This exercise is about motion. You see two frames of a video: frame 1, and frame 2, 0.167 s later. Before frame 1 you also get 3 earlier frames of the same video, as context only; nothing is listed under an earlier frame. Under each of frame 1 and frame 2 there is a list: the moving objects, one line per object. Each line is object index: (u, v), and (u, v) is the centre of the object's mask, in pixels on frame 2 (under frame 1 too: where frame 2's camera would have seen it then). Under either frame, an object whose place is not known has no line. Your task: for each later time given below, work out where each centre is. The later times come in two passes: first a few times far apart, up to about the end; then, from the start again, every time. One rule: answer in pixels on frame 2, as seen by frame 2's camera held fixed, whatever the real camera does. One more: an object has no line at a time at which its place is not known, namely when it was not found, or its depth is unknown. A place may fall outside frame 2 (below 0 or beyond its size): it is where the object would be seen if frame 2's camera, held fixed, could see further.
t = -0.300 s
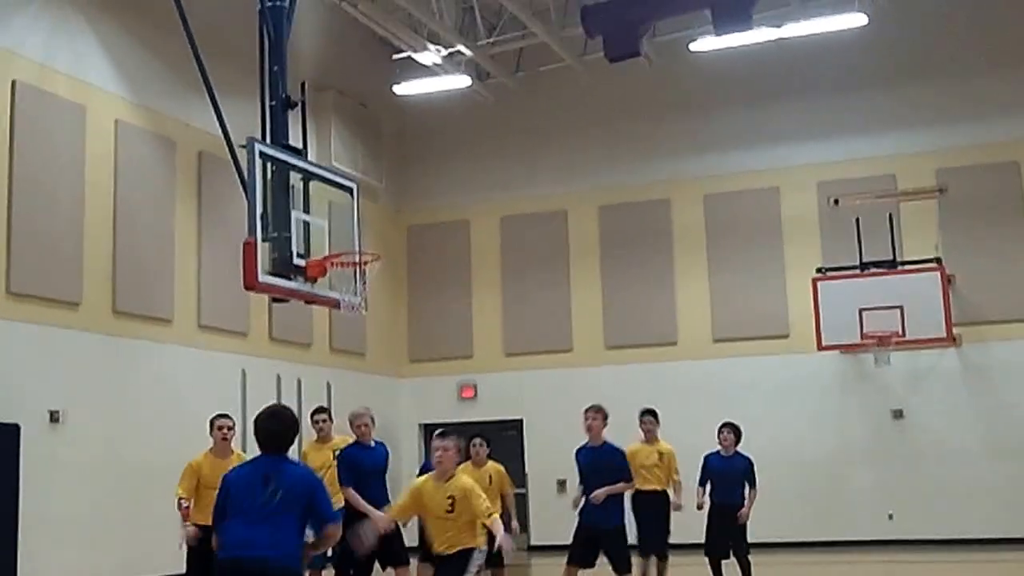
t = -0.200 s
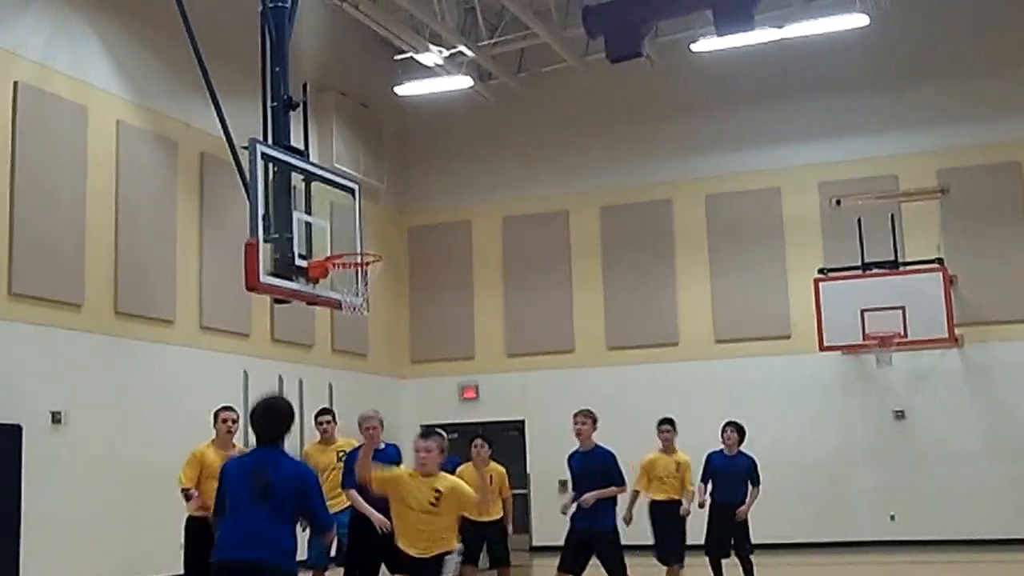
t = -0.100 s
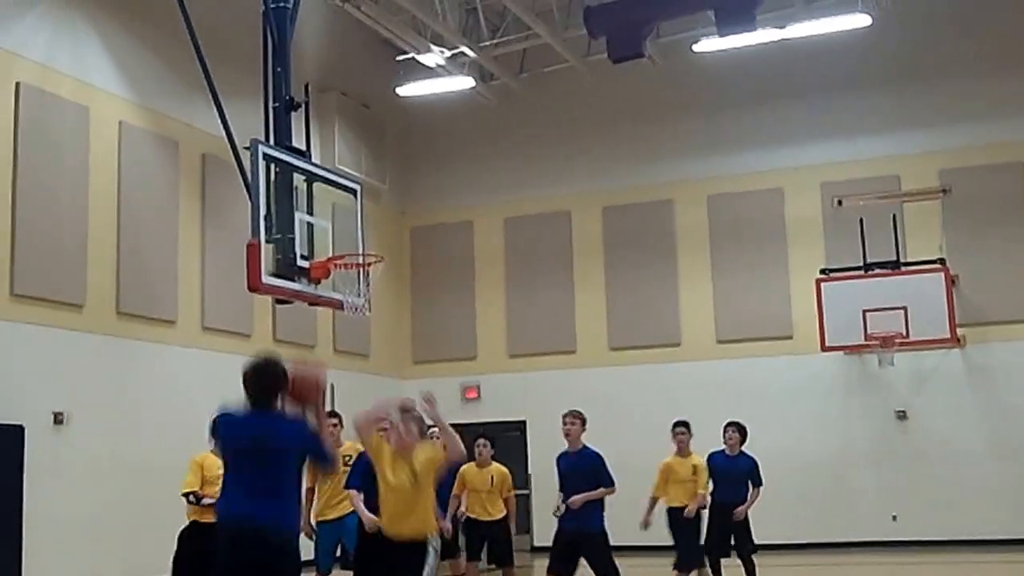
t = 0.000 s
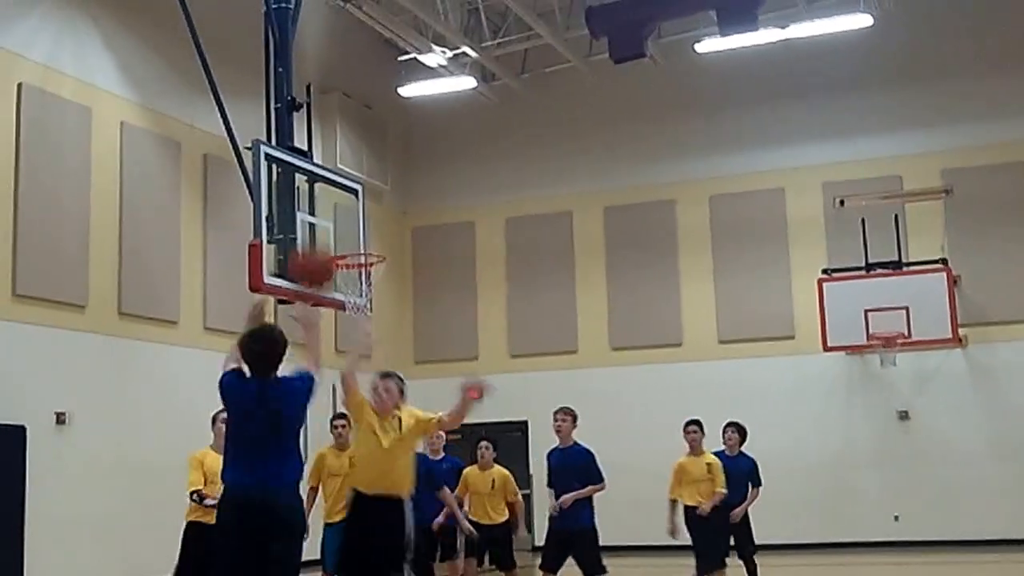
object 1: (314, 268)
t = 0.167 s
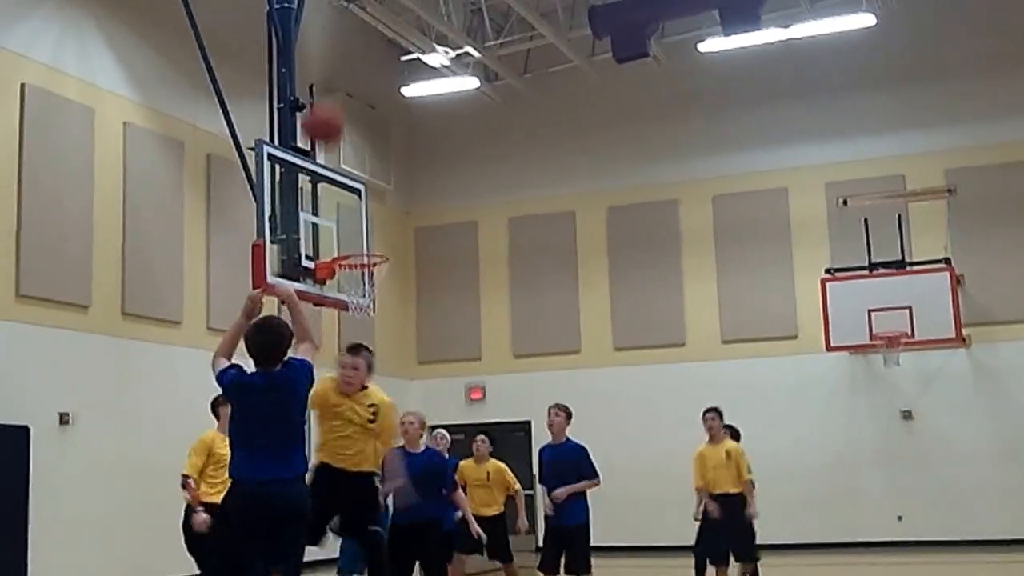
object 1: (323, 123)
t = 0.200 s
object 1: (325, 104)
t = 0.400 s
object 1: (333, 41)
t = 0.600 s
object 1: (340, 42)
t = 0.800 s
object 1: (348, 91)
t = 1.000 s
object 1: (354, 181)
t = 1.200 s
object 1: (360, 227)
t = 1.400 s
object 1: (365, 209)
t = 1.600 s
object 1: (370, 241)
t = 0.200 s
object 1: (325, 104)
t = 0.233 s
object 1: (325, 92)
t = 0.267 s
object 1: (327, 75)
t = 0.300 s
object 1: (328, 64)
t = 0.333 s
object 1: (330, 54)
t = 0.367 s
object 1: (331, 46)
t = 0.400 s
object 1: (333, 41)
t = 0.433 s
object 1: (334, 37)
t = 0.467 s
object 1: (335, 35)
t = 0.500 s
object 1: (336, 35)
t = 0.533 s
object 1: (337, 36)
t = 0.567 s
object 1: (339, 38)
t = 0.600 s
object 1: (340, 42)
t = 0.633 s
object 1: (341, 46)
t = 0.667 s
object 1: (342, 54)
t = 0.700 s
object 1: (343, 61)
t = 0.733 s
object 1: (345, 70)
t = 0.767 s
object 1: (346, 80)
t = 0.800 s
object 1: (348, 91)
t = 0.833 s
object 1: (350, 104)
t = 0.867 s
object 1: (350, 116)
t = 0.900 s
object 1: (350, 129)
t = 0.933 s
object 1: (351, 145)
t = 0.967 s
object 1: (353, 162)
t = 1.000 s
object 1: (354, 181)
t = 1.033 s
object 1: (354, 198)
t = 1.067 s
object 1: (354, 217)
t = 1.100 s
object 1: (356, 236)
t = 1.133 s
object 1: (358, 242)
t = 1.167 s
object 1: (359, 234)
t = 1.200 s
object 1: (360, 227)
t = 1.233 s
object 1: (361, 221)
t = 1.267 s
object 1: (361, 216)
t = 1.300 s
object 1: (362, 213)
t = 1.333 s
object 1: (363, 210)
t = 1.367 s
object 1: (364, 209)
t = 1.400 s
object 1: (365, 209)
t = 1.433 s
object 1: (365, 210)
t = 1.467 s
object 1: (366, 213)
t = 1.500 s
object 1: (367, 218)
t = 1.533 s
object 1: (368, 223)
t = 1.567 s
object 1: (369, 231)
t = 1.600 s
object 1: (370, 241)
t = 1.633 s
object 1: (373, 253)
